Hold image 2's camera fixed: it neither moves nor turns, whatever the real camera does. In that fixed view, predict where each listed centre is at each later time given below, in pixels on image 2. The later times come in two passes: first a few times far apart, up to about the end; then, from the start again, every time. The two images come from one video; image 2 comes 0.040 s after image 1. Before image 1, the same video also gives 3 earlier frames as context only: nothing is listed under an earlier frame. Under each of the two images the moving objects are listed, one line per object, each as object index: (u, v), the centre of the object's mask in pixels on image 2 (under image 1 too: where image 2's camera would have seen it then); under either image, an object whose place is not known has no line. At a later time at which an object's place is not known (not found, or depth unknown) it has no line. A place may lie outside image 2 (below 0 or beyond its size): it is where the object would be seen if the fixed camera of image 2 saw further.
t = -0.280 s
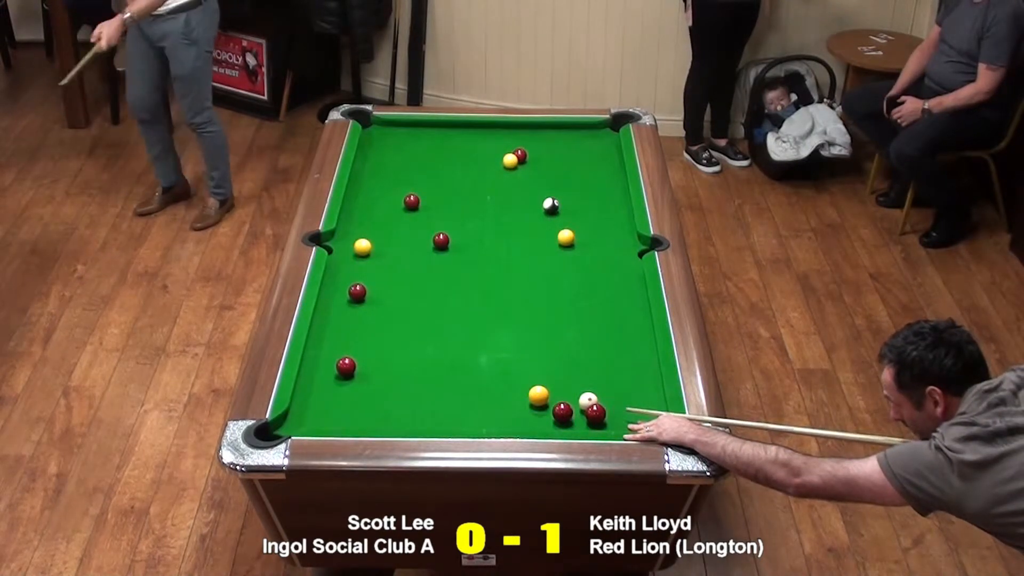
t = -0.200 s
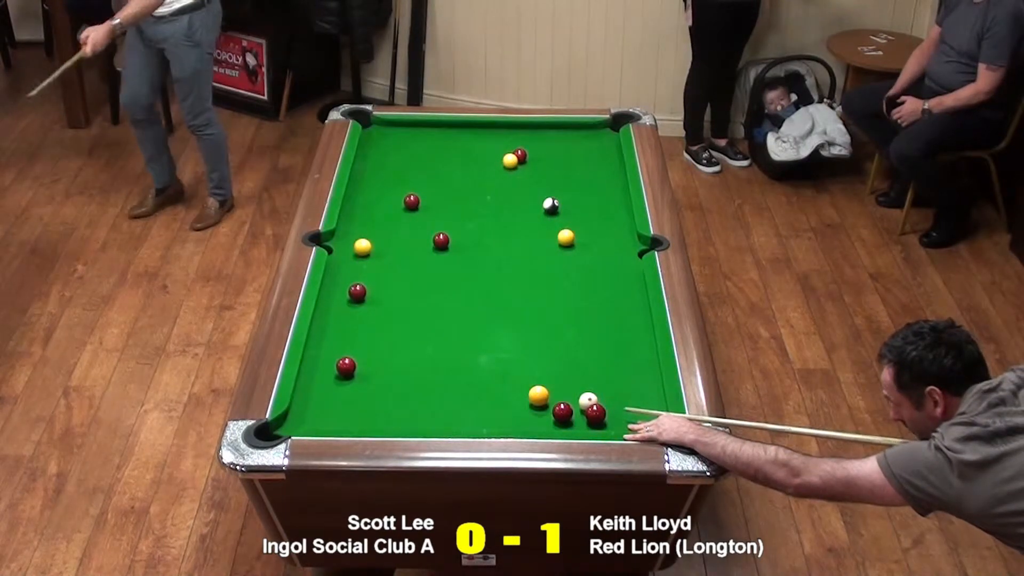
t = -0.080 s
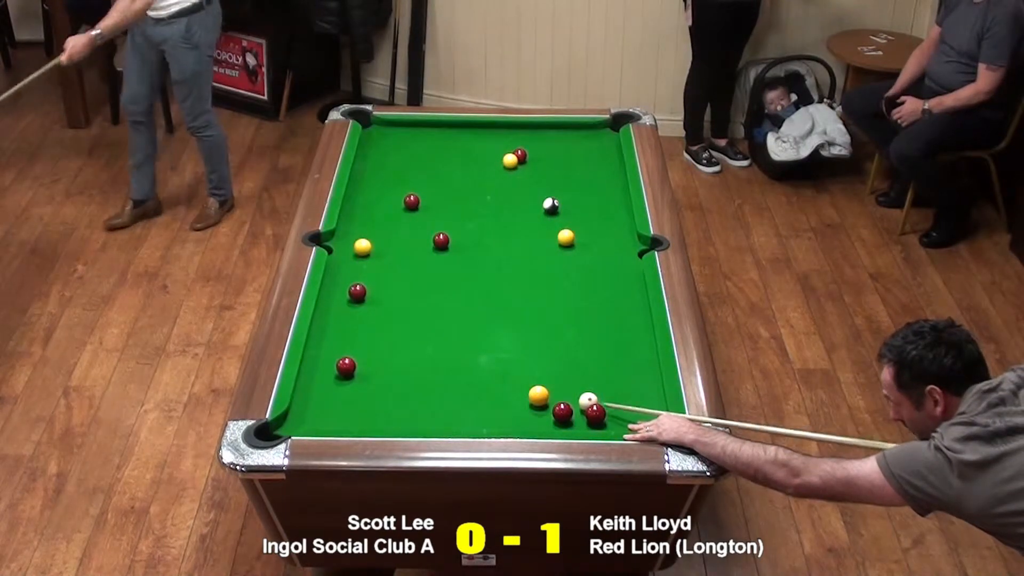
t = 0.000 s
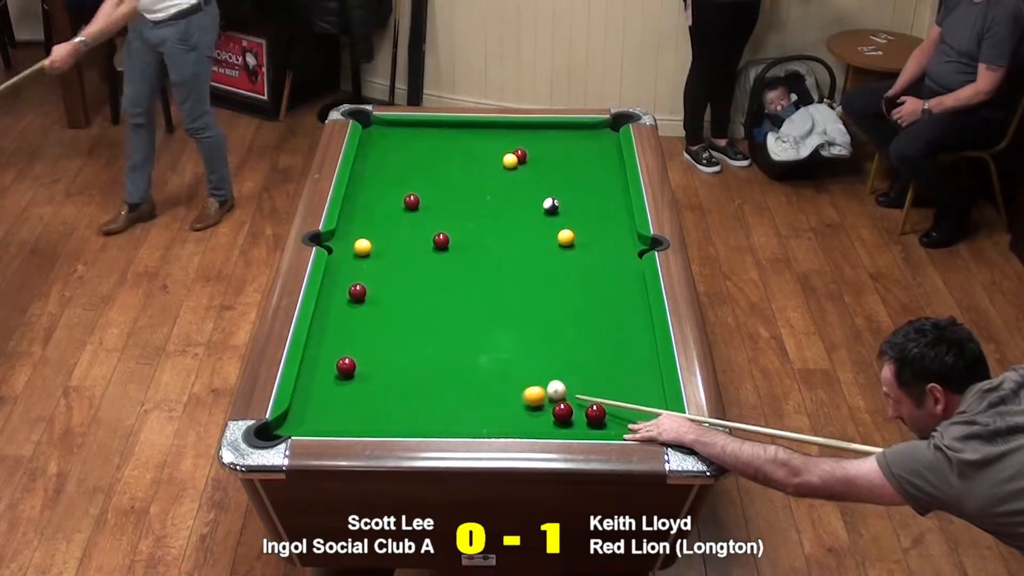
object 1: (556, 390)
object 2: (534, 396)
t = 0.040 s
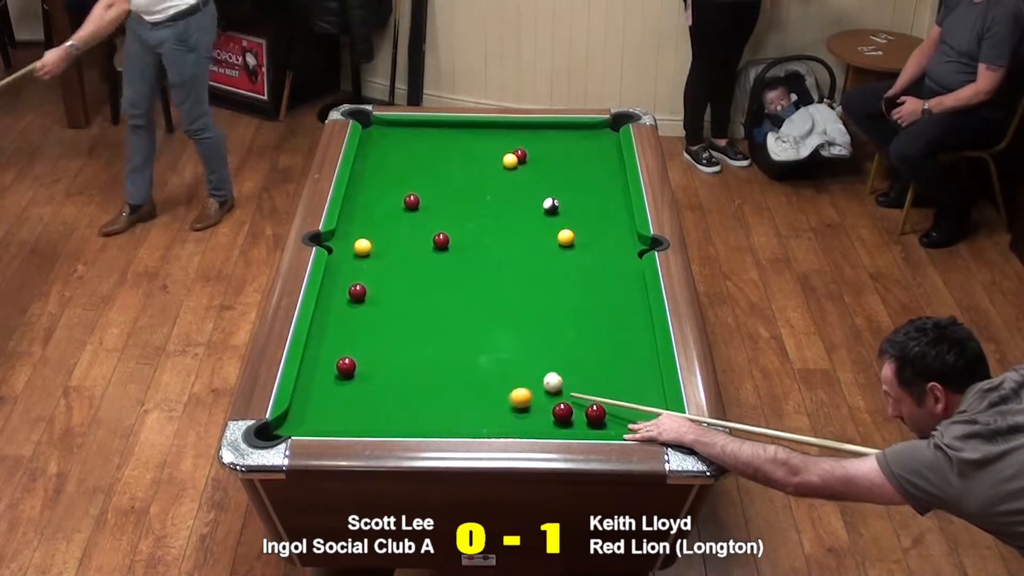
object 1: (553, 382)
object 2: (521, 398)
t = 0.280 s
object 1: (537, 345)
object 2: (454, 407)
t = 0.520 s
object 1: (524, 314)
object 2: (389, 416)
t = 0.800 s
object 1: (511, 281)
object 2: (317, 421)
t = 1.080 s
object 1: (499, 252)
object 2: (293, 427)
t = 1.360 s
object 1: (489, 227)
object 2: (286, 423)
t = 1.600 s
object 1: (482, 207)
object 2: (291, 423)
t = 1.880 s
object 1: (475, 186)
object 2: (295, 423)
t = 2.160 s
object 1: (468, 168)
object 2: (295, 423)
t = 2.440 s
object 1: (463, 151)
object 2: (295, 423)
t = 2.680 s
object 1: (459, 139)
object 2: (295, 423)
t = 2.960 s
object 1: (455, 125)
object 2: (295, 423)
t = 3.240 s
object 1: (451, 133)
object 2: (295, 423)
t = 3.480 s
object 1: (447, 140)
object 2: (295, 423)
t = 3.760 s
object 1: (443, 147)
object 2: (295, 423)
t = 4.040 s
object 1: (440, 153)
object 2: (295, 423)
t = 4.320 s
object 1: (438, 159)
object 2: (295, 423)
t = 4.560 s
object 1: (436, 163)
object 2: (295, 423)
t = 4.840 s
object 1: (434, 166)
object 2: (295, 423)
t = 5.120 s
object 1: (433, 168)
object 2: (295, 423)
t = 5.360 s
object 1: (433, 169)
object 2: (295, 423)
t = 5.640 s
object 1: (433, 170)
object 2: (295, 423)
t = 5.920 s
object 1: (433, 170)
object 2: (295, 423)
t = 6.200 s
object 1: (433, 170)
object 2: (295, 423)
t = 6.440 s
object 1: (433, 170)
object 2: (295, 423)
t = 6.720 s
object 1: (433, 170)
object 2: (295, 423)
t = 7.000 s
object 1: (433, 170)
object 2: (295, 423)
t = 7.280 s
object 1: (433, 170)
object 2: (295, 423)
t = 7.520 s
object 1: (433, 170)
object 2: (295, 423)
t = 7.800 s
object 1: (433, 170)
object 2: (295, 423)
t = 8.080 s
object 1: (433, 170)
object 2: (295, 423)
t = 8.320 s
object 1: (433, 170)
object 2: (295, 423)
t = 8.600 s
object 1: (433, 170)
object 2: (295, 423)
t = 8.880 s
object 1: (433, 170)
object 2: (295, 423)
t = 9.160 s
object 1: (433, 170)
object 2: (295, 423)
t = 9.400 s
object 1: (433, 170)
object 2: (295, 423)
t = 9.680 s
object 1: (433, 170)
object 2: (295, 423)
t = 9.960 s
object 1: (433, 170)
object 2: (295, 423)
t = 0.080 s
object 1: (550, 375)
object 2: (508, 399)
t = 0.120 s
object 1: (547, 369)
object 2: (498, 401)
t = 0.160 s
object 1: (544, 363)
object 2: (487, 403)
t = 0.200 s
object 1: (542, 357)
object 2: (476, 404)
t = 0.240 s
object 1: (539, 351)
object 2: (465, 406)
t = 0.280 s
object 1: (537, 345)
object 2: (454, 407)
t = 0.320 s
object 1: (535, 340)
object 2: (443, 409)
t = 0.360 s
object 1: (533, 335)
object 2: (432, 410)
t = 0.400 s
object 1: (530, 329)
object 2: (422, 412)
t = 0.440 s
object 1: (528, 324)
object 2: (411, 413)
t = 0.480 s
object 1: (526, 319)
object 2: (400, 415)
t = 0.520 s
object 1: (524, 314)
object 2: (389, 416)
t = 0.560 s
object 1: (522, 309)
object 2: (379, 417)
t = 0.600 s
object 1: (520, 304)
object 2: (368, 418)
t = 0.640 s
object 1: (518, 299)
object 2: (357, 419)
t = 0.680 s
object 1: (516, 295)
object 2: (347, 419)
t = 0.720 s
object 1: (514, 290)
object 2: (336, 420)
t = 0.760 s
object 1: (512, 285)
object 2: (326, 421)
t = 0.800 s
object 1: (511, 281)
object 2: (317, 421)
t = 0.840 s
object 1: (509, 277)
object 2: (308, 421)
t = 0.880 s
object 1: (507, 272)
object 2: (299, 422)
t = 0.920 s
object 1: (505, 268)
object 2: (290, 422)
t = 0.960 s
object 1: (504, 264)
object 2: (289, 423)
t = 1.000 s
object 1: (502, 260)
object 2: (292, 425)
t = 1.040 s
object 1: (501, 256)
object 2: (293, 427)
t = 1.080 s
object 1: (499, 252)
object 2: (293, 427)
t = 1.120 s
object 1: (497, 248)
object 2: (292, 426)
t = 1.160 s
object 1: (496, 244)
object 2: (291, 426)
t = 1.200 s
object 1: (495, 241)
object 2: (290, 425)
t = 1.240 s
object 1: (493, 237)
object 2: (289, 425)
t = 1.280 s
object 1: (492, 234)
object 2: (288, 424)
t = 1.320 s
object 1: (491, 230)
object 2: (287, 424)
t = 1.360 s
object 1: (489, 227)
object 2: (286, 423)
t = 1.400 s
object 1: (488, 223)
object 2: (287, 423)
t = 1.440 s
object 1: (487, 220)
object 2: (288, 423)
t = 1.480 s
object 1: (486, 217)
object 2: (289, 423)
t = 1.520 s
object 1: (485, 213)
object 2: (290, 423)
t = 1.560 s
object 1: (484, 210)
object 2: (290, 423)
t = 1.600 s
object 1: (482, 207)
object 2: (291, 423)
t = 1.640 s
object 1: (481, 204)
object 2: (292, 423)
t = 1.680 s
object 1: (480, 201)
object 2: (293, 423)
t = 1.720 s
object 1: (479, 198)
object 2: (293, 423)
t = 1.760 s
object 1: (478, 195)
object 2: (294, 423)
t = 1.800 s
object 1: (477, 192)
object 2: (294, 423)
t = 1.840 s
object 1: (476, 189)
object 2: (295, 423)
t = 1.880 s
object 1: (475, 186)
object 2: (295, 423)
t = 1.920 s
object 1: (474, 184)
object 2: (295, 423)
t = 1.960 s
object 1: (473, 181)
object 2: (295, 423)
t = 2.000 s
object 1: (472, 178)
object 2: (295, 423)
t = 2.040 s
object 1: (471, 176)
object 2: (295, 423)
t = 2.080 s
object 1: (470, 173)
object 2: (295, 423)
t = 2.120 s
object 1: (469, 170)
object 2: (295, 423)
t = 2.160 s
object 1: (468, 168)
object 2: (295, 423)
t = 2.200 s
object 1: (468, 165)
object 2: (295, 423)
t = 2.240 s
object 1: (467, 163)
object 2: (295, 423)
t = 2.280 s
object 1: (466, 161)
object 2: (295, 423)
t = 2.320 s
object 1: (465, 158)
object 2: (295, 423)
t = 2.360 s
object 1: (464, 156)
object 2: (295, 423)
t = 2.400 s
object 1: (464, 154)
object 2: (295, 423)
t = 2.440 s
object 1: (463, 151)
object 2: (295, 423)
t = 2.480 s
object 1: (462, 149)
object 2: (295, 423)
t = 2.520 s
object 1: (462, 147)
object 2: (295, 423)
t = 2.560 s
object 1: (461, 145)
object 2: (295, 423)
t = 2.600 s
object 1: (460, 143)
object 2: (295, 423)
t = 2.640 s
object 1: (460, 141)
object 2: (295, 423)
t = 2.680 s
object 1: (459, 139)
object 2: (295, 423)
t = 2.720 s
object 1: (458, 137)
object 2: (295, 423)
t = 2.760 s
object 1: (458, 135)
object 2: (295, 423)
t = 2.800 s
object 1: (457, 133)
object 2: (295, 423)
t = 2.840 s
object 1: (457, 131)
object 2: (295, 423)
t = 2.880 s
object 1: (456, 129)
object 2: (295, 423)
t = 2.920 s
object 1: (455, 127)
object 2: (295, 423)
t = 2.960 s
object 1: (455, 125)
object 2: (295, 423)
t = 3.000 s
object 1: (454, 126)
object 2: (295, 423)
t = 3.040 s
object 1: (454, 127)
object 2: (295, 423)
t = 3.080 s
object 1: (453, 128)
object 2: (295, 423)
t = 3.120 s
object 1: (453, 130)
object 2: (295, 423)
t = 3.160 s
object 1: (452, 131)
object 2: (295, 423)
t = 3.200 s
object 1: (451, 132)
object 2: (295, 423)
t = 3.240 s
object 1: (451, 133)
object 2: (295, 423)
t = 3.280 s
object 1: (450, 134)
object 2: (295, 423)
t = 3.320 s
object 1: (450, 135)
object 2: (295, 423)
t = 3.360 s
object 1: (449, 137)
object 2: (295, 423)
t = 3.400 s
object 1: (448, 138)
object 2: (295, 423)
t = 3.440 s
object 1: (448, 139)
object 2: (295, 423)
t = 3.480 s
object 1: (447, 140)
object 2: (295, 423)
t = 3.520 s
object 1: (447, 141)
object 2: (295, 423)
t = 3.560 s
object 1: (446, 142)
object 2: (295, 423)
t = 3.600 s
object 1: (446, 143)
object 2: (295, 423)
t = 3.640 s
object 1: (445, 144)
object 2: (295, 423)
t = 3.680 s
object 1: (445, 145)
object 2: (295, 423)
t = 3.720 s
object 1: (444, 146)
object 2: (295, 423)
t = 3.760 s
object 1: (443, 147)
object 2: (295, 423)
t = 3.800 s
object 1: (443, 148)
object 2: (295, 423)
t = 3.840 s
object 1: (442, 149)
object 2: (295, 423)
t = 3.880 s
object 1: (442, 150)
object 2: (295, 423)
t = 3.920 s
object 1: (442, 151)
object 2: (295, 423)
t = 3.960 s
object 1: (441, 152)
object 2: (295, 423)
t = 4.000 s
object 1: (441, 153)
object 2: (295, 423)
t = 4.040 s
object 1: (440, 153)
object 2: (295, 423)
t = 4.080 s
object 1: (440, 154)
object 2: (295, 423)
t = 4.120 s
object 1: (439, 155)
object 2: (295, 423)
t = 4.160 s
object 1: (439, 156)
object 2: (295, 423)
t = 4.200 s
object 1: (438, 156)
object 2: (295, 423)
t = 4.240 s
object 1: (438, 157)
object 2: (295, 423)
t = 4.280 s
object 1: (438, 158)
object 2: (295, 423)
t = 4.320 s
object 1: (438, 159)
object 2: (295, 423)
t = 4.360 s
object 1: (437, 159)
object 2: (295, 423)
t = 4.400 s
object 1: (437, 160)
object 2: (295, 423)
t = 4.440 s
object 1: (437, 161)
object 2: (295, 423)
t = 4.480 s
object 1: (436, 161)
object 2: (295, 423)
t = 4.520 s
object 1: (436, 162)
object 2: (295, 423)
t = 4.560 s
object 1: (436, 163)
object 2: (295, 423)
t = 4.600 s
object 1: (436, 163)
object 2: (295, 423)
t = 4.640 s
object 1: (436, 164)
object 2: (295, 423)
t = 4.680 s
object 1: (435, 164)
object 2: (295, 423)
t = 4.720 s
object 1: (435, 165)
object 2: (295, 423)
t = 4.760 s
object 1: (435, 165)
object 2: (295, 423)
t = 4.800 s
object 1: (435, 166)
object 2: (295, 423)
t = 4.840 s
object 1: (434, 166)
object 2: (295, 423)
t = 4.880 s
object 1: (434, 166)
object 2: (295, 423)
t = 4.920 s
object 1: (434, 167)
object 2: (295, 423)
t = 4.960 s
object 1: (434, 167)
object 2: (295, 423)
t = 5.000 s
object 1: (434, 167)
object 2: (295, 423)
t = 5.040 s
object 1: (434, 168)
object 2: (295, 423)
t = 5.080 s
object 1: (433, 168)
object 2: (295, 423)
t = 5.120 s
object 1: (433, 168)
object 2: (295, 423)
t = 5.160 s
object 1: (433, 169)
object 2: (295, 423)
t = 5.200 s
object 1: (433, 169)
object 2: (295, 423)
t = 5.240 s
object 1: (433, 169)
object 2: (295, 423)
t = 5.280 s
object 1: (433, 169)
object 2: (295, 423)
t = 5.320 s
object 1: (433, 169)
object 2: (295, 423)
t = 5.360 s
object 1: (433, 169)
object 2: (295, 423)
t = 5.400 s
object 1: (433, 169)
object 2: (295, 423)
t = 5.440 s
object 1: (433, 169)
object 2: (295, 423)
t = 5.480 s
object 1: (433, 170)
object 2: (295, 423)
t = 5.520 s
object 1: (433, 170)
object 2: (295, 423)
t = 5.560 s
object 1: (433, 170)
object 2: (295, 423)
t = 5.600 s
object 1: (433, 170)
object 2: (295, 423)
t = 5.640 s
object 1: (433, 170)
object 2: (295, 423)
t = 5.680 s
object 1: (433, 170)
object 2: (295, 423)
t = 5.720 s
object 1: (433, 170)
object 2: (295, 423)
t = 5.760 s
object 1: (433, 170)
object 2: (295, 423)
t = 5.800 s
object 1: (433, 170)
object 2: (295, 423)
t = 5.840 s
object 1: (433, 170)
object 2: (295, 423)
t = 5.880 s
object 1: (433, 170)
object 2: (295, 423)
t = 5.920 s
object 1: (433, 170)
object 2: (295, 423)
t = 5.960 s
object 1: (433, 170)
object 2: (295, 423)
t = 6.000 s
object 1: (433, 170)
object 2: (295, 423)
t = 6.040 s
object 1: (433, 170)
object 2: (295, 423)
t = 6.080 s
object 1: (433, 170)
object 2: (295, 423)
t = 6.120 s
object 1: (433, 170)
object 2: (295, 423)
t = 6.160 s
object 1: (433, 170)
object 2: (295, 423)
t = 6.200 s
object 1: (433, 170)
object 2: (295, 423)
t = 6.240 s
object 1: (433, 170)
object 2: (295, 423)
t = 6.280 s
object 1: (433, 170)
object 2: (295, 423)
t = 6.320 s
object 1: (433, 170)
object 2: (295, 423)
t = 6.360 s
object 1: (433, 170)
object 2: (295, 423)
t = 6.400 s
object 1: (433, 170)
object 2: (295, 423)
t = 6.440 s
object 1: (433, 170)
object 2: (295, 423)
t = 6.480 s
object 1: (433, 170)
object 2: (295, 423)
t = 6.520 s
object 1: (433, 170)
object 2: (295, 423)
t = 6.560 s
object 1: (433, 170)
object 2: (295, 423)
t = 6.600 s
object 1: (433, 170)
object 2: (295, 423)
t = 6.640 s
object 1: (433, 170)
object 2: (295, 423)
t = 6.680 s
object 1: (433, 170)
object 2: (295, 423)
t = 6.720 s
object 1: (433, 170)
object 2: (295, 423)
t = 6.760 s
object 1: (433, 170)
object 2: (295, 423)
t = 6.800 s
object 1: (433, 170)
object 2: (295, 423)
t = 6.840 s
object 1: (433, 170)
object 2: (295, 423)
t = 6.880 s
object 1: (433, 170)
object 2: (295, 423)
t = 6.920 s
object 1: (433, 170)
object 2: (295, 423)
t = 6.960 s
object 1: (433, 170)
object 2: (295, 423)
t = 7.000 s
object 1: (433, 170)
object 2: (295, 423)
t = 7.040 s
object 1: (433, 170)
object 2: (295, 423)
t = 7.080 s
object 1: (433, 170)
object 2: (295, 423)
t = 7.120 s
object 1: (433, 170)
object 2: (295, 423)
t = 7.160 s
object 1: (433, 170)
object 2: (295, 423)
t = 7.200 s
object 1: (433, 170)
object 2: (295, 423)
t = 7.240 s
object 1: (433, 170)
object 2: (295, 423)
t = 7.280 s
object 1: (433, 170)
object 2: (295, 423)
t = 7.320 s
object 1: (433, 170)
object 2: (295, 423)
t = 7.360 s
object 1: (433, 170)
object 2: (295, 423)
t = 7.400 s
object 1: (433, 170)
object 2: (295, 423)
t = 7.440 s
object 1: (433, 170)
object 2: (295, 423)
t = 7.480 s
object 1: (433, 170)
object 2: (295, 423)
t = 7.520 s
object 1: (433, 170)
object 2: (295, 423)
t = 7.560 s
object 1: (433, 170)
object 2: (295, 423)
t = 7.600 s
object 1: (433, 170)
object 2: (295, 423)
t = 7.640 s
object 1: (433, 170)
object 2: (295, 423)
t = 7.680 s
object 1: (433, 170)
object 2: (295, 423)
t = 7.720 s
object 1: (433, 170)
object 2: (295, 423)
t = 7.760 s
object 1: (433, 170)
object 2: (295, 423)
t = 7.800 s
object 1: (433, 170)
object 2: (295, 423)
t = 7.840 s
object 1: (433, 170)
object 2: (295, 423)
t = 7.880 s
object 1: (433, 170)
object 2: (295, 423)
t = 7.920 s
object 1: (433, 170)
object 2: (295, 423)
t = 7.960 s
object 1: (433, 170)
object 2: (295, 423)
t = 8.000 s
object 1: (433, 170)
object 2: (295, 423)
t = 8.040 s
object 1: (433, 170)
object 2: (295, 423)
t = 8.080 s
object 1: (433, 170)
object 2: (295, 423)
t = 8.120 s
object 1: (433, 170)
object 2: (295, 423)
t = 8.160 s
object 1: (433, 170)
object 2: (295, 423)
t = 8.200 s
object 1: (433, 170)
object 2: (295, 423)
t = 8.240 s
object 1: (433, 170)
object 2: (295, 423)
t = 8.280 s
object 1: (433, 170)
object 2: (295, 423)
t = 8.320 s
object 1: (433, 170)
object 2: (295, 423)
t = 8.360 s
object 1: (433, 170)
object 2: (295, 423)
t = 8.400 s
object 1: (433, 170)
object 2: (295, 423)
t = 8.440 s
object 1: (433, 170)
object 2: (295, 423)
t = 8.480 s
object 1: (433, 170)
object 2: (295, 423)
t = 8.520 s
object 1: (433, 170)
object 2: (295, 423)
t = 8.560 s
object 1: (433, 170)
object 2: (295, 423)
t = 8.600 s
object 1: (433, 170)
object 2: (295, 423)
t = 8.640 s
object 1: (433, 170)
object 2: (295, 423)
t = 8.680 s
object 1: (433, 170)
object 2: (295, 423)
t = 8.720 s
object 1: (433, 170)
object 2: (295, 423)
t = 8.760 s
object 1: (433, 170)
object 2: (295, 423)
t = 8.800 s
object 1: (433, 170)
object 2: (295, 423)
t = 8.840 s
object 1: (433, 170)
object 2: (295, 423)
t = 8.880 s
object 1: (433, 170)
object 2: (295, 423)
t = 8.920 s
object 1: (433, 170)
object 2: (295, 423)
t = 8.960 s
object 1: (433, 170)
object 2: (295, 423)
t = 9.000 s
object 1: (433, 170)
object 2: (295, 423)
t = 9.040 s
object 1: (433, 170)
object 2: (295, 423)
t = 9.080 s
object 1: (433, 170)
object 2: (295, 423)
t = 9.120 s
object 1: (433, 170)
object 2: (295, 423)
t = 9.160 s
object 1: (433, 170)
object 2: (295, 423)
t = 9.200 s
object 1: (433, 170)
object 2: (295, 423)
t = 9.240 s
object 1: (433, 170)
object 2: (295, 423)
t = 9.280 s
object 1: (433, 170)
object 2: (295, 423)
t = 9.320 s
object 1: (433, 170)
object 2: (295, 423)
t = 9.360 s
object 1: (433, 170)
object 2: (295, 423)
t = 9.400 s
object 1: (433, 170)
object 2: (295, 423)
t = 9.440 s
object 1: (433, 170)
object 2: (295, 423)
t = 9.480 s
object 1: (433, 170)
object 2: (295, 423)
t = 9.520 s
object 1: (433, 170)
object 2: (295, 423)
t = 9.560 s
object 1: (433, 170)
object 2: (295, 423)
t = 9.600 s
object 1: (433, 170)
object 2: (295, 423)
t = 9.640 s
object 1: (433, 170)
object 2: (295, 423)
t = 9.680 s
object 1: (433, 170)
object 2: (295, 423)
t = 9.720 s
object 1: (433, 170)
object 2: (295, 423)
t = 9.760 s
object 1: (433, 170)
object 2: (295, 423)
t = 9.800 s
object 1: (433, 170)
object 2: (295, 423)
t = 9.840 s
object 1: (433, 170)
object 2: (295, 423)
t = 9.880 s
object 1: (433, 170)
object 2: (295, 423)
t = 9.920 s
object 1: (433, 170)
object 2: (295, 423)
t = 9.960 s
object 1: (433, 170)
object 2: (295, 423)
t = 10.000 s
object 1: (433, 170)
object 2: (295, 423)
